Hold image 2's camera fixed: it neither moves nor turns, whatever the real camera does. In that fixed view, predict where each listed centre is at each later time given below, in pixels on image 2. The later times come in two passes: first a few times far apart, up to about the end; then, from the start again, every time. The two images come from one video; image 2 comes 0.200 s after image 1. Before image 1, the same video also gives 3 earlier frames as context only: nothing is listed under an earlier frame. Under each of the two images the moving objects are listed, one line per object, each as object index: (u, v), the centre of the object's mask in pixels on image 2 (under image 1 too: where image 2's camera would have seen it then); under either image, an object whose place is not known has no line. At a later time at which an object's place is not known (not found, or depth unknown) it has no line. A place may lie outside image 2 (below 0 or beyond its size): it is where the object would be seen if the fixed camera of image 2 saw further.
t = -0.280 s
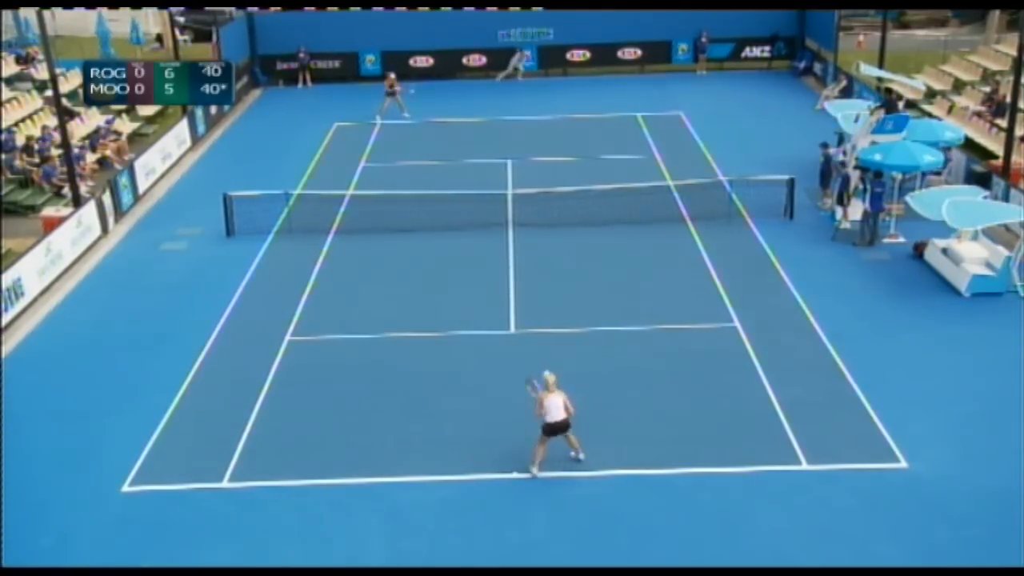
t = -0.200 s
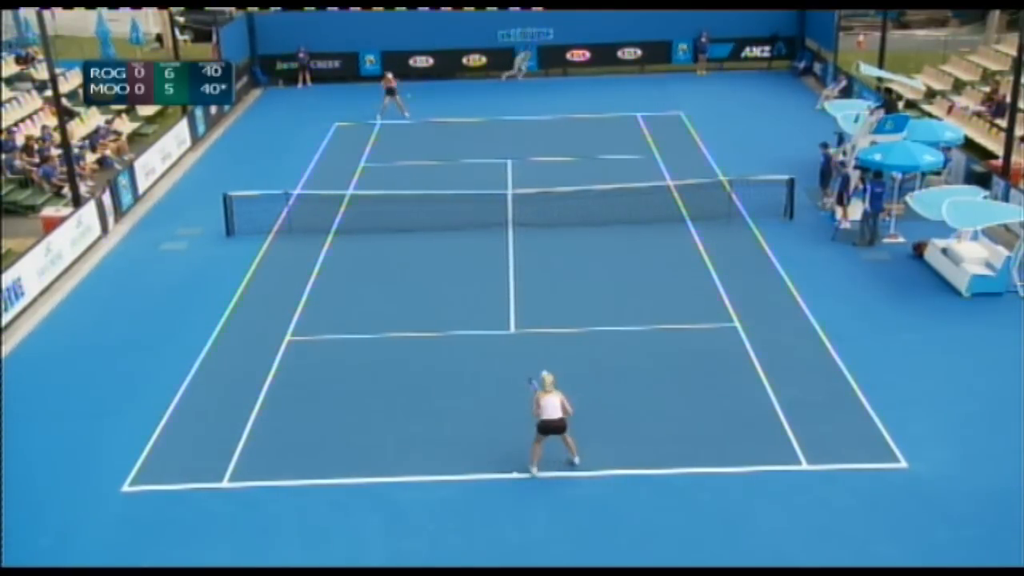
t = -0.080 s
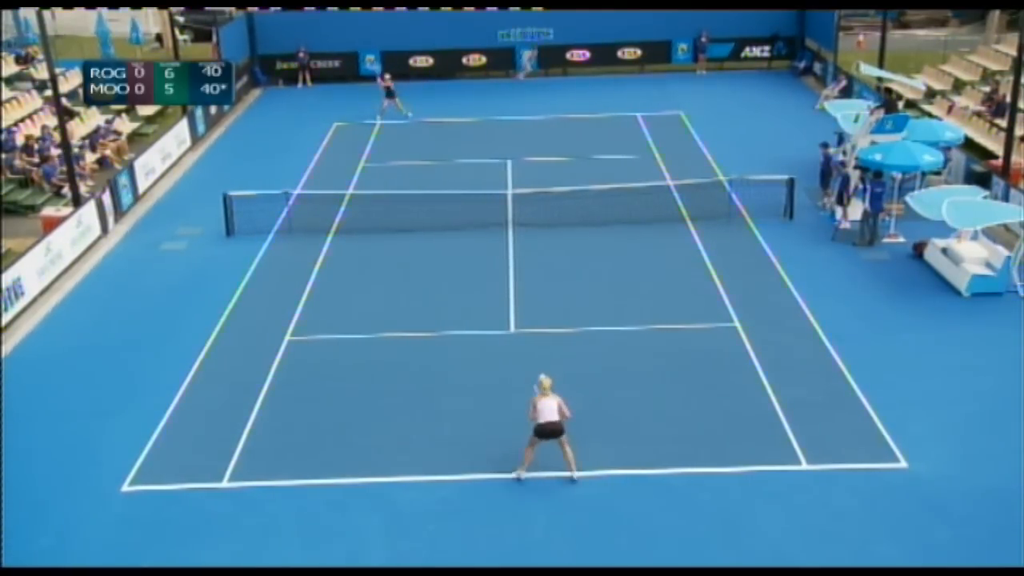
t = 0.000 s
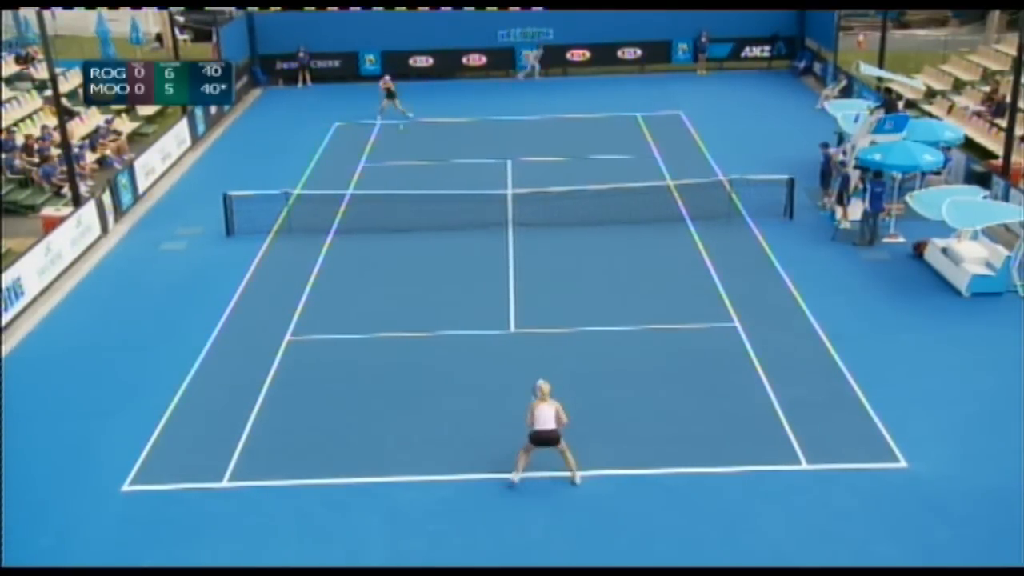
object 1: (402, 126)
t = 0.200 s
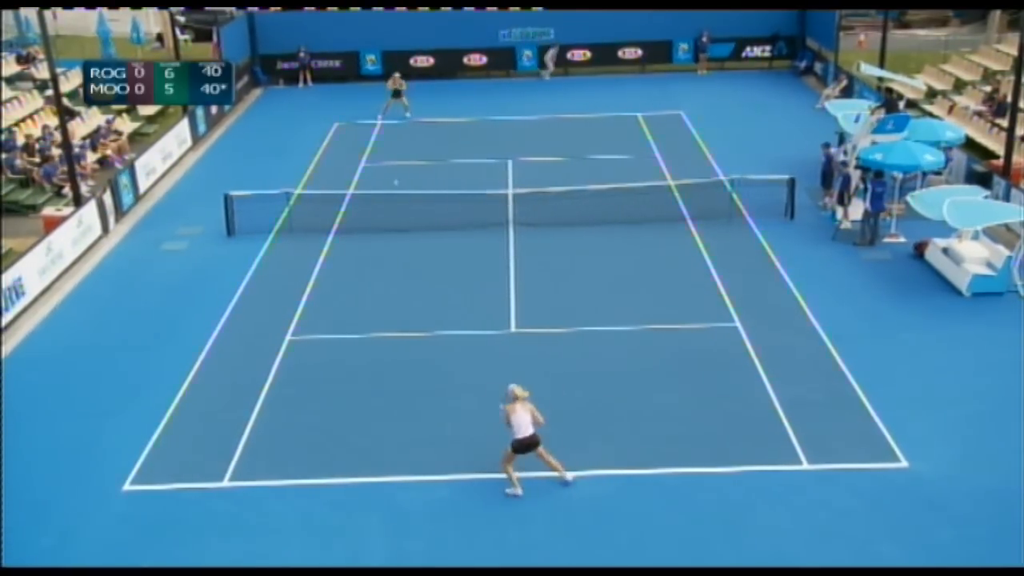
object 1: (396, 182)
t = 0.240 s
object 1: (394, 197)
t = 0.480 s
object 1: (389, 311)
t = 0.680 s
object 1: (377, 332)
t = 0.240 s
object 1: (394, 197)
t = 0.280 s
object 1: (393, 213)
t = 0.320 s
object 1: (392, 230)
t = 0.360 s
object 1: (391, 248)
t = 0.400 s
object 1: (389, 268)
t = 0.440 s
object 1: (389, 290)
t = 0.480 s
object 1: (389, 311)
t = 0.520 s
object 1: (386, 314)
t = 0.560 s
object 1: (385, 316)
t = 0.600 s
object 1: (381, 320)
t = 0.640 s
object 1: (379, 325)
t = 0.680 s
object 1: (377, 332)
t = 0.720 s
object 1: (375, 340)
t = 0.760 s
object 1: (372, 349)
